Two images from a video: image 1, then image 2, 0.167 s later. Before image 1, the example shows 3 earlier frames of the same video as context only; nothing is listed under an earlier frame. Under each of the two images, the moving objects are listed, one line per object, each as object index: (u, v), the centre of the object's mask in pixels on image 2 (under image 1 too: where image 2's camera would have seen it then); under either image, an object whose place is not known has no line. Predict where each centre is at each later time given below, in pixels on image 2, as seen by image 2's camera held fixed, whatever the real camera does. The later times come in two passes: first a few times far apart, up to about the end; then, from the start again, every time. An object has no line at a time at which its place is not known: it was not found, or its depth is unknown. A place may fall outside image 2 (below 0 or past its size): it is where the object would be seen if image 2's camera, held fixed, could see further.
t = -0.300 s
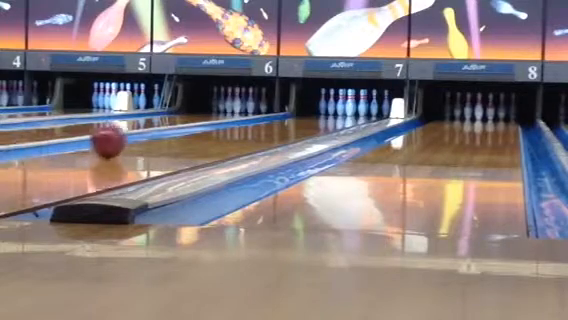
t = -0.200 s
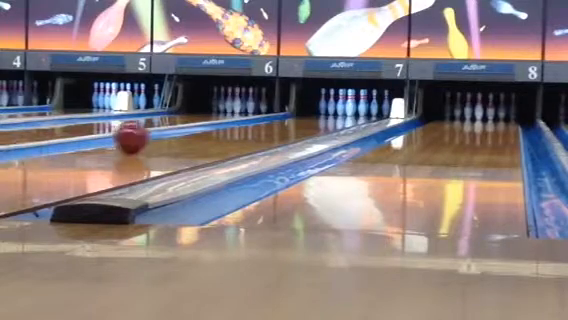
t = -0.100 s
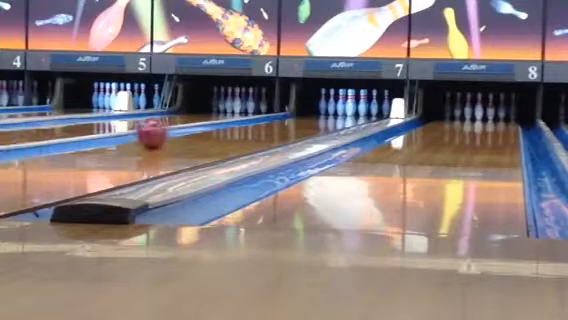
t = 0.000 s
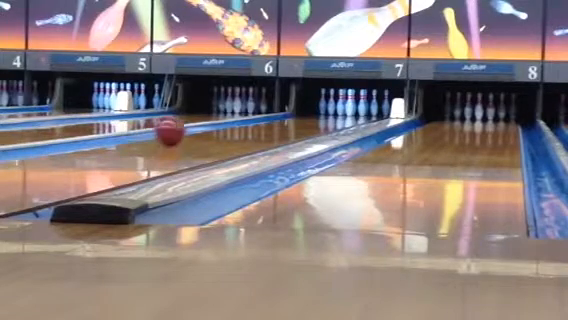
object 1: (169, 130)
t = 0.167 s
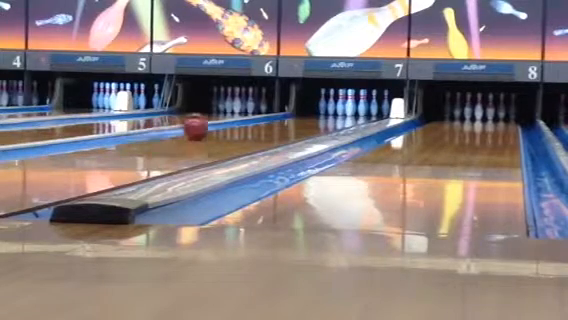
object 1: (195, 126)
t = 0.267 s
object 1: (208, 125)
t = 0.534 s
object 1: (237, 121)
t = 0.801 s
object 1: (261, 116)
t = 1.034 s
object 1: (274, 114)
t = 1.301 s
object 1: (286, 111)
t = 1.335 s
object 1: (287, 111)
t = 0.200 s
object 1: (199, 126)
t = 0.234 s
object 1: (204, 126)
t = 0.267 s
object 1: (208, 125)
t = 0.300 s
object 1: (212, 124)
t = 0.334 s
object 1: (216, 124)
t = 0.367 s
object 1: (219, 123)
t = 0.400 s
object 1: (224, 123)
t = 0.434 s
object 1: (228, 122)
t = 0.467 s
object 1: (230, 121)
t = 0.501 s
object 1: (233, 121)
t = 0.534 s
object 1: (237, 121)
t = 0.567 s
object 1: (240, 121)
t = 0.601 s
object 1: (243, 120)
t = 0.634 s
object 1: (245, 119)
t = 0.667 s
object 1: (247, 118)
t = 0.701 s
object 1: (251, 118)
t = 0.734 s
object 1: (254, 117)
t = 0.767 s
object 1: (257, 116)
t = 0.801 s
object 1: (261, 116)
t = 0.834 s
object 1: (263, 115)
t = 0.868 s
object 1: (264, 115)
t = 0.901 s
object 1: (265, 115)
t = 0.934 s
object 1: (270, 114)
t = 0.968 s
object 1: (271, 114)
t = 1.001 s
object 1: (272, 114)
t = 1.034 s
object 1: (274, 114)
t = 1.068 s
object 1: (276, 113)
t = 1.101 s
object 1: (277, 113)
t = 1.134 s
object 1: (279, 113)
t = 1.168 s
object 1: (280, 113)
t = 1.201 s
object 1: (280, 113)
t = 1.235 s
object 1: (282, 111)
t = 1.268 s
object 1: (284, 111)
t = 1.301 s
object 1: (286, 111)
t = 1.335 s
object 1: (287, 111)
